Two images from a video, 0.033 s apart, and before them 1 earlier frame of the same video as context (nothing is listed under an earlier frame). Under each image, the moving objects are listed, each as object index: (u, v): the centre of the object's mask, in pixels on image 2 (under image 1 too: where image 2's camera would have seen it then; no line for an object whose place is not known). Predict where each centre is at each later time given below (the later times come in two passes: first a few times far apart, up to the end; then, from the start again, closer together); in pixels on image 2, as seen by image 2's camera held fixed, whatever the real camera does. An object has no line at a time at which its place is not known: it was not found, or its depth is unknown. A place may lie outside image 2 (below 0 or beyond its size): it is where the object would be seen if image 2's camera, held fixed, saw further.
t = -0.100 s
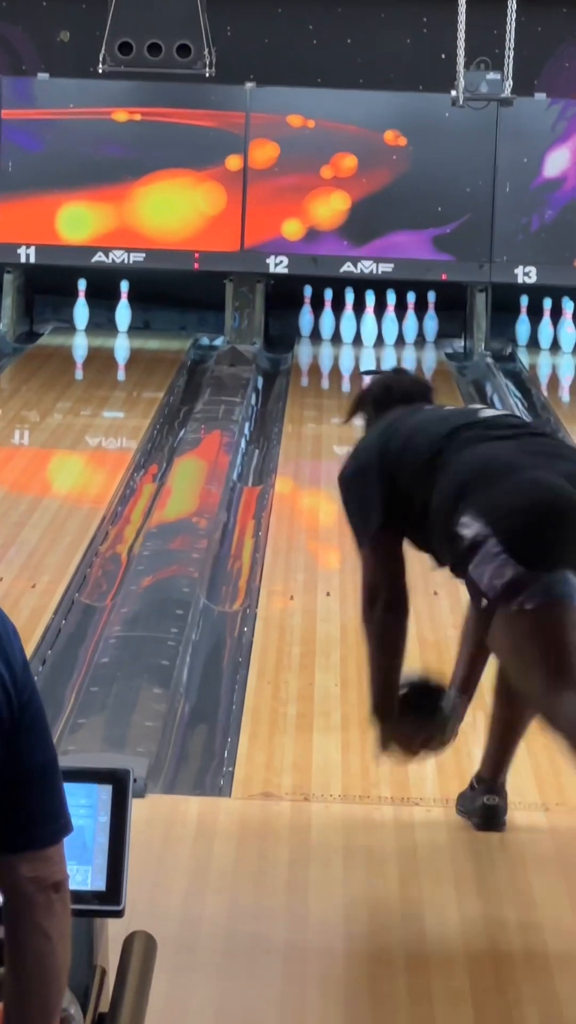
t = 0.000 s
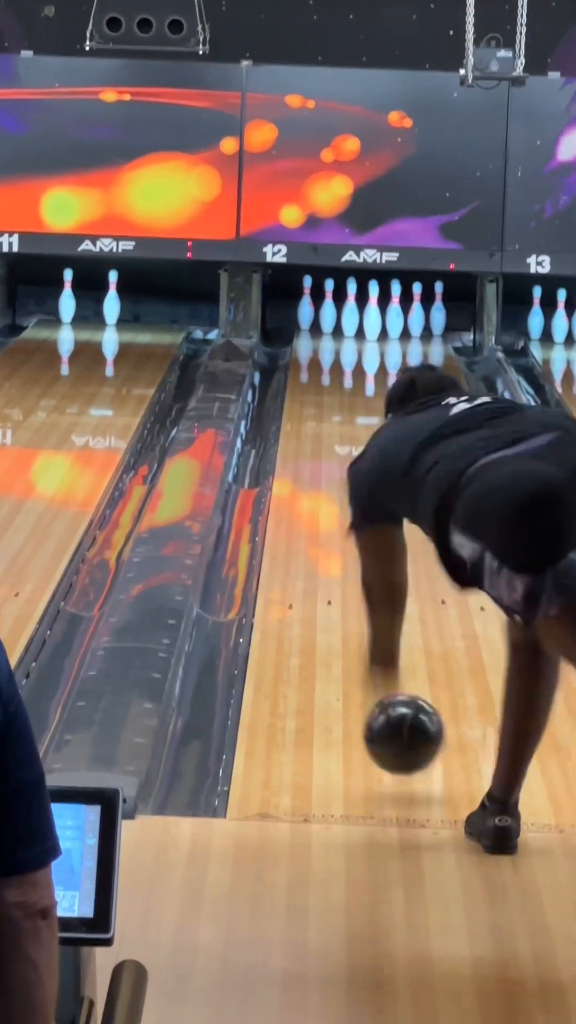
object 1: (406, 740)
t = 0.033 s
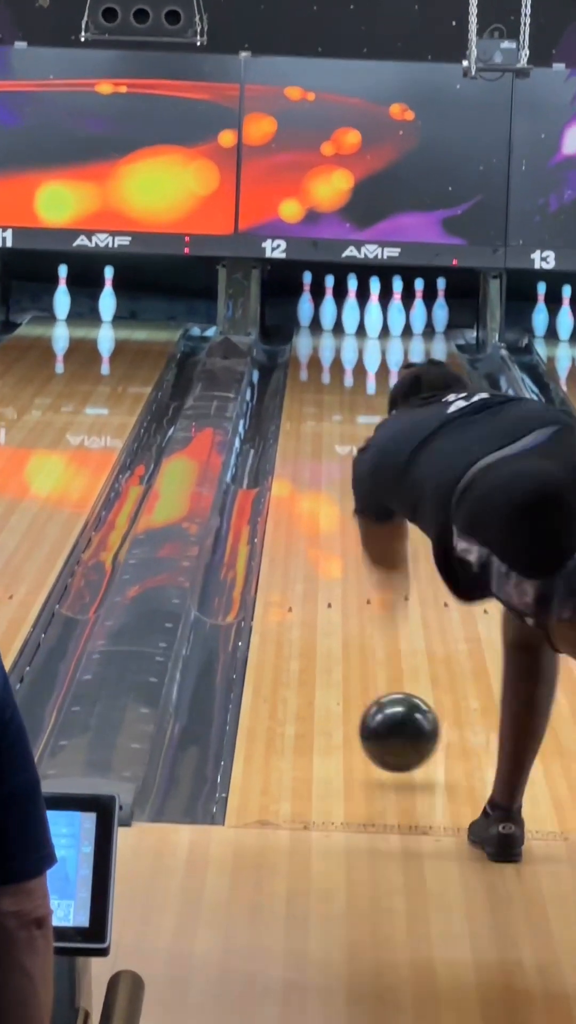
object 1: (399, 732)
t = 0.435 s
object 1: (346, 583)
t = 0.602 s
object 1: (329, 535)
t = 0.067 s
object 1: (393, 728)
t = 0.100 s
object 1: (387, 708)
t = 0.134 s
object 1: (382, 690)
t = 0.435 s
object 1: (346, 583)
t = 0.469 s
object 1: (343, 573)
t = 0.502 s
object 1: (339, 563)
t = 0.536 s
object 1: (335, 553)
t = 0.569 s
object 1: (332, 544)
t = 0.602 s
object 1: (329, 535)
